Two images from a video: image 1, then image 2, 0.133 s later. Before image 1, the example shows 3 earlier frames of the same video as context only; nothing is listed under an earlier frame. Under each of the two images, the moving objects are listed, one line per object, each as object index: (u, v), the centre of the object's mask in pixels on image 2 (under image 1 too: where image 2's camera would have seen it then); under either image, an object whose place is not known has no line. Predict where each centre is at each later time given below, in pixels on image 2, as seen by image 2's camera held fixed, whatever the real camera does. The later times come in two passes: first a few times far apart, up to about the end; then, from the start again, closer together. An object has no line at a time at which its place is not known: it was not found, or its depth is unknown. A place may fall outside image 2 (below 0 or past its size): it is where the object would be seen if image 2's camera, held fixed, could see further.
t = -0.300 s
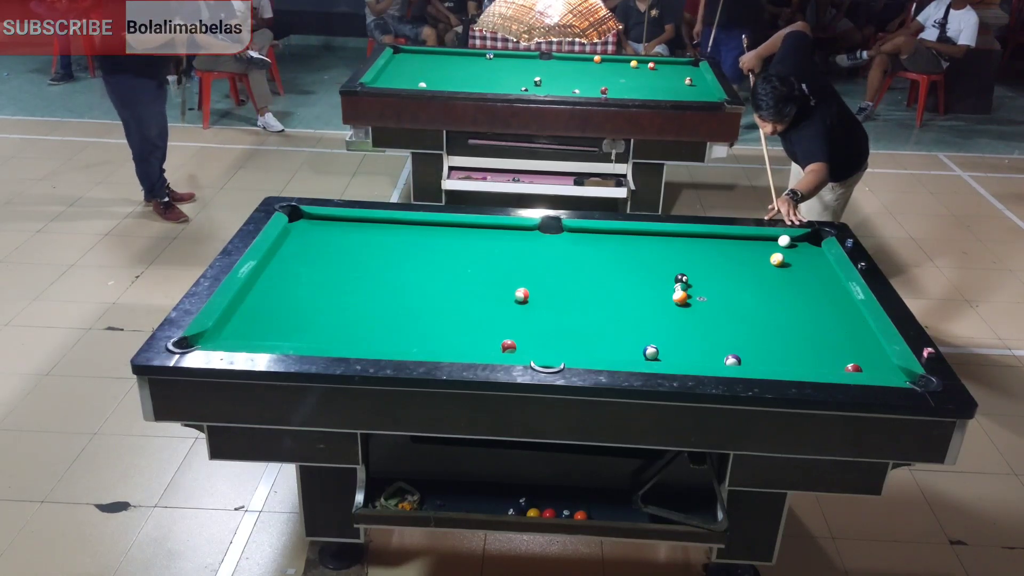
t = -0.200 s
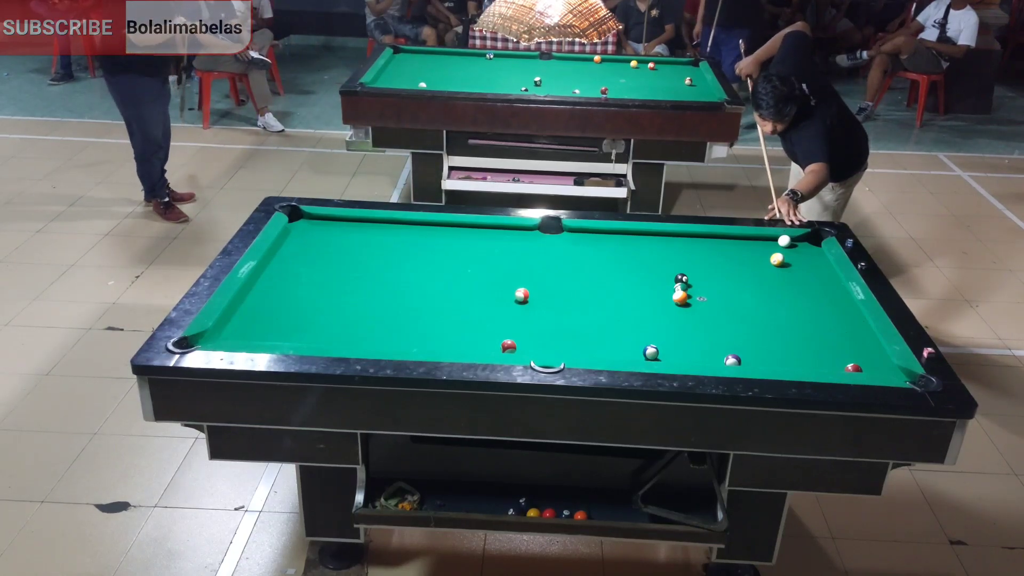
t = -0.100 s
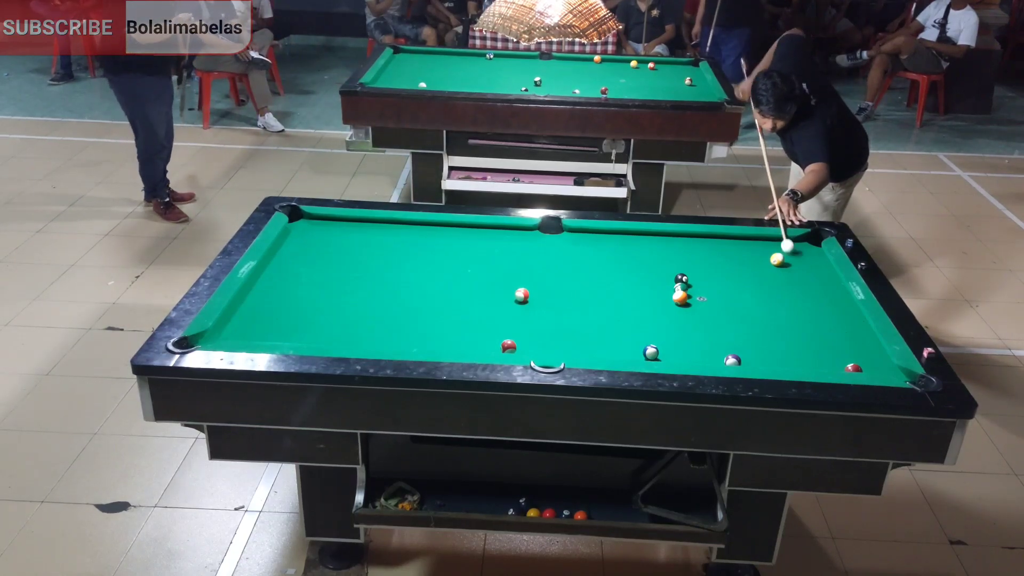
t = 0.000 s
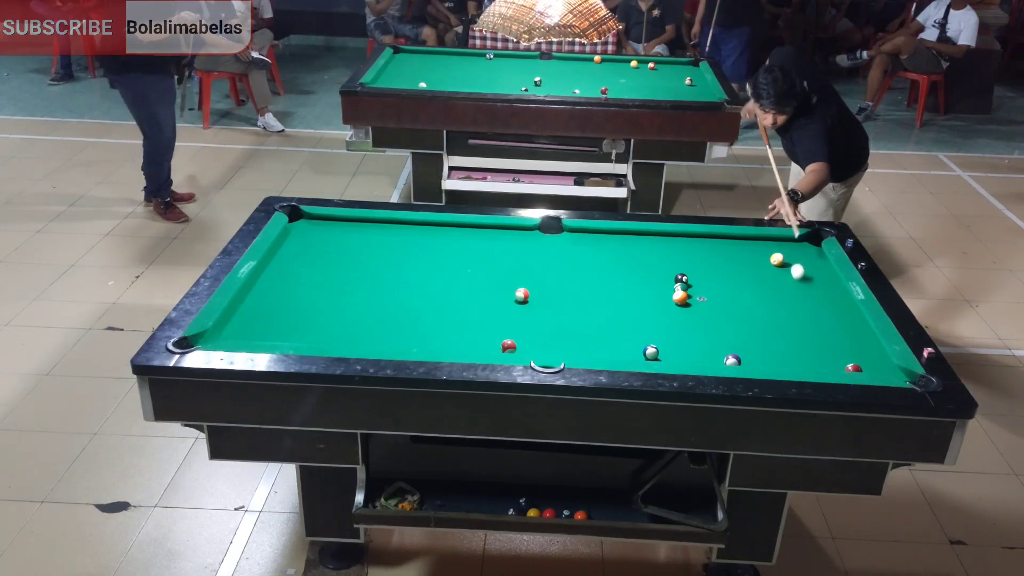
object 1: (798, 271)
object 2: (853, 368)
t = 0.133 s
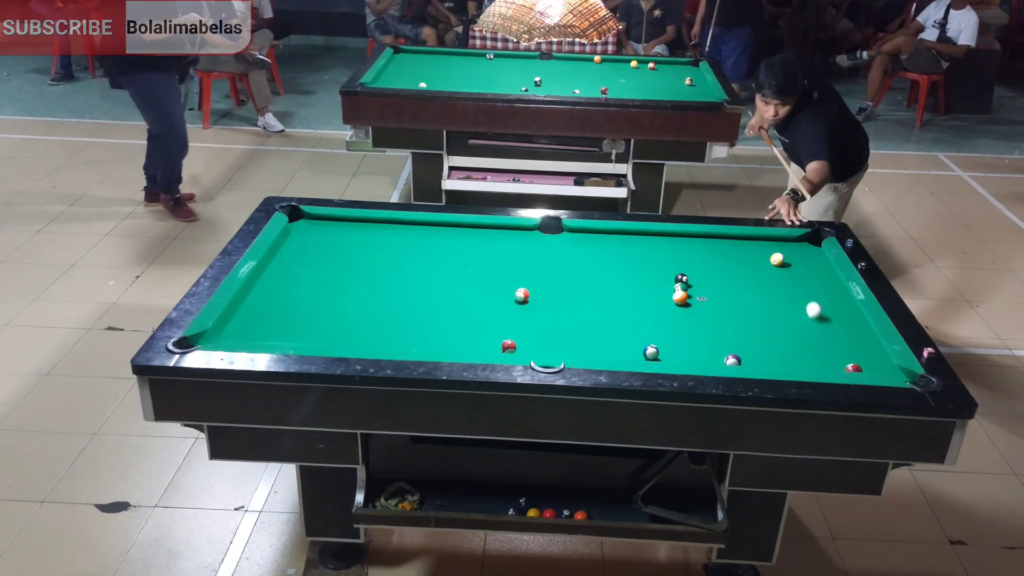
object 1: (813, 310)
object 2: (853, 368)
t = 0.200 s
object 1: (823, 331)
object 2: (853, 368)
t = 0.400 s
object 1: (800, 358)
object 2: (862, 362)
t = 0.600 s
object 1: (745, 337)
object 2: (872, 346)
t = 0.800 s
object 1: (697, 320)
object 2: (856, 331)
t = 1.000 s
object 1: (655, 304)
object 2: (837, 317)
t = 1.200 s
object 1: (616, 290)
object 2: (820, 305)
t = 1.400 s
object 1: (582, 277)
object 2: (805, 294)
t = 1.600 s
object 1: (551, 265)
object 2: (792, 284)
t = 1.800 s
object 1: (523, 254)
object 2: (779, 275)
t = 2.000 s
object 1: (497, 245)
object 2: (769, 268)
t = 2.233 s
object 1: (470, 234)
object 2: (758, 260)
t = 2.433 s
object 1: (448, 226)
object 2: (750, 254)
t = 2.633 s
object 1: (430, 227)
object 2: (743, 249)
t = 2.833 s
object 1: (413, 229)
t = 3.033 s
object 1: (397, 230)
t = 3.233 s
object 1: (382, 231)
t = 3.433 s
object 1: (368, 233)
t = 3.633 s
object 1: (357, 234)
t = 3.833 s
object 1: (347, 235)
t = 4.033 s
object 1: (339, 236)
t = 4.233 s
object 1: (333, 237)
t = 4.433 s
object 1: (328, 238)
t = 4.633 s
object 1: (325, 238)
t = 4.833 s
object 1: (324, 238)
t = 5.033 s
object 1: (324, 238)
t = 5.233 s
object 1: (324, 238)
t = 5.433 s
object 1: (324, 238)
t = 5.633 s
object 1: (324, 238)
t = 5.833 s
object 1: (324, 238)
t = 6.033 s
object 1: (324, 238)
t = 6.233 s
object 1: (324, 238)
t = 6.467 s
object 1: (324, 238)
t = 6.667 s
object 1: (324, 238)
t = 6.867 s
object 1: (324, 238)
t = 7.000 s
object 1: (324, 238)
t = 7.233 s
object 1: (324, 238)
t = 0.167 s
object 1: (818, 321)
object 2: (853, 368)
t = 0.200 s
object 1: (823, 331)
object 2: (853, 368)
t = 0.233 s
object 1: (828, 343)
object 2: (853, 368)
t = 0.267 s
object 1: (833, 355)
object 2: (853, 368)
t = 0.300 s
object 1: (835, 365)
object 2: (855, 368)
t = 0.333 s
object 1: (823, 366)
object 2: (858, 367)
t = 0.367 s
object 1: (811, 362)
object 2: (860, 365)
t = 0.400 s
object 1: (800, 358)
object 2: (862, 362)
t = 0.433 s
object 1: (789, 354)
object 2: (864, 359)
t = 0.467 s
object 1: (779, 350)
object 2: (866, 357)
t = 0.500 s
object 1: (770, 346)
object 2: (867, 354)
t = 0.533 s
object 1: (762, 344)
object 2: (869, 352)
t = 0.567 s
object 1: (753, 340)
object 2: (870, 349)
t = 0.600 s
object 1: (745, 337)
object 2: (872, 346)
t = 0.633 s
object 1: (736, 334)
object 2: (874, 344)
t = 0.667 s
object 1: (729, 331)
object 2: (870, 341)
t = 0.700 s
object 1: (720, 328)
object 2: (867, 338)
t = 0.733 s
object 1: (712, 325)
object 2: (863, 336)
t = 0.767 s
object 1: (705, 323)
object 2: (859, 333)
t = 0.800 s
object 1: (697, 320)
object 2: (856, 331)
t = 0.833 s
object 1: (690, 317)
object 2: (853, 328)
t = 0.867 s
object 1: (682, 314)
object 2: (849, 326)
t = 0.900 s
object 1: (675, 312)
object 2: (846, 324)
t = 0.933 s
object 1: (668, 309)
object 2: (843, 321)
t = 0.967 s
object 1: (661, 307)
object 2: (840, 319)
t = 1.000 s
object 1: (655, 304)
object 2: (837, 317)
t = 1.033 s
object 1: (648, 302)
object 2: (834, 315)
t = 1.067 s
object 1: (641, 299)
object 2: (831, 313)
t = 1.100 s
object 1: (635, 297)
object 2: (828, 311)
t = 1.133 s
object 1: (629, 294)
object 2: (825, 308)
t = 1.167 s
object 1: (622, 292)
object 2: (822, 307)
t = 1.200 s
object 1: (616, 290)
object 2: (820, 305)
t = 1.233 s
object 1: (610, 287)
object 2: (817, 303)
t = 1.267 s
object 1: (604, 285)
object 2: (815, 301)
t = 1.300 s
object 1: (598, 283)
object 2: (812, 299)
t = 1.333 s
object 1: (593, 281)
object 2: (809, 297)
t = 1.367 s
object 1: (587, 279)
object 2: (807, 296)
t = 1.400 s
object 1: (582, 277)
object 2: (805, 294)
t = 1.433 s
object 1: (577, 275)
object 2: (803, 292)
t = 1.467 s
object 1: (571, 273)
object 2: (800, 290)
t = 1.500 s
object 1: (566, 271)
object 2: (798, 288)
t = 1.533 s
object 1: (561, 269)
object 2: (796, 287)
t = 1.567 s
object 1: (556, 267)
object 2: (794, 286)
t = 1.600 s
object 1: (551, 265)
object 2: (792, 284)
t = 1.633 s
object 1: (546, 263)
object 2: (789, 283)
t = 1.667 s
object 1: (541, 261)
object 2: (787, 281)
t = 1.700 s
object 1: (536, 259)
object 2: (785, 280)
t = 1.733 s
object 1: (532, 258)
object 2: (783, 278)
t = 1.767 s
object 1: (527, 256)
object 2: (781, 277)
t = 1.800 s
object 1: (523, 254)
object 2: (779, 275)
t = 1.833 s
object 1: (518, 253)
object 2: (778, 274)
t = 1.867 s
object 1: (514, 251)
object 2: (776, 272)
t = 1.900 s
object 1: (509, 249)
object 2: (774, 271)
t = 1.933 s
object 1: (505, 248)
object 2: (772, 270)
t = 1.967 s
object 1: (501, 246)
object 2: (771, 269)
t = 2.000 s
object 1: (497, 245)
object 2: (769, 268)
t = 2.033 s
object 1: (493, 243)
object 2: (767, 267)
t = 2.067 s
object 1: (489, 242)
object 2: (766, 266)
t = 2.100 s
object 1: (485, 240)
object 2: (764, 264)
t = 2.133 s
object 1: (481, 238)
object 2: (762, 263)
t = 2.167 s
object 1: (477, 237)
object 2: (761, 262)
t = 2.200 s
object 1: (473, 236)
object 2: (759, 261)
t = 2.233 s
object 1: (470, 234)
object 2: (758, 260)
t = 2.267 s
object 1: (466, 233)
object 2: (757, 259)
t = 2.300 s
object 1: (462, 231)
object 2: (755, 258)
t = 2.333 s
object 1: (459, 230)
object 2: (754, 257)
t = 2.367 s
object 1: (455, 229)
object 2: (752, 256)
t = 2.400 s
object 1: (452, 227)
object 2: (751, 255)
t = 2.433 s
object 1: (448, 226)
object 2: (750, 254)
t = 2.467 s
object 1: (445, 225)
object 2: (749, 253)
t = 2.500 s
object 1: (442, 225)
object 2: (747, 253)
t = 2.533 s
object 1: (439, 226)
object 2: (746, 252)
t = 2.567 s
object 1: (436, 226)
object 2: (745, 251)
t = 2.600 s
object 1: (433, 226)
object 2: (744, 250)
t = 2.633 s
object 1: (430, 227)
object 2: (743, 249)
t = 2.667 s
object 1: (427, 227)
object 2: (741, 248)
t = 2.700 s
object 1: (424, 227)
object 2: (741, 248)
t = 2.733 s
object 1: (421, 228)
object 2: (739, 247)
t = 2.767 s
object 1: (418, 228)
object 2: (738, 246)
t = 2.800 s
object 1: (415, 228)
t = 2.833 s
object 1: (413, 229)
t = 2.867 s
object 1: (410, 229)
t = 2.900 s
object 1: (407, 229)
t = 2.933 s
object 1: (405, 229)
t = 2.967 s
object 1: (402, 230)
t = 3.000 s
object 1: (399, 230)
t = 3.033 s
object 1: (397, 230)
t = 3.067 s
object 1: (395, 230)
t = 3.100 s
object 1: (392, 230)
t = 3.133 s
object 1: (390, 230)
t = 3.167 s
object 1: (387, 231)
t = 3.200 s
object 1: (383, 231)
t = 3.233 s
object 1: (382, 231)
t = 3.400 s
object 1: (369, 232)
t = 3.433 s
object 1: (368, 233)
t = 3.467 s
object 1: (366, 233)
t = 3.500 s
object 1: (364, 233)
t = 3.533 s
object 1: (362, 233)
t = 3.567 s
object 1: (360, 233)
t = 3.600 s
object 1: (359, 234)
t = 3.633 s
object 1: (357, 234)
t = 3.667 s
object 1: (355, 234)
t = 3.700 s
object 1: (353, 234)
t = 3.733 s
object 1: (352, 235)
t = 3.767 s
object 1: (350, 235)
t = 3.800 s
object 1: (349, 235)
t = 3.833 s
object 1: (347, 235)
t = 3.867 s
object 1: (346, 235)
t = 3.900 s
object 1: (344, 236)
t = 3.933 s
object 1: (343, 236)
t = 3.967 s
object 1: (341, 236)
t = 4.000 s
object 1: (340, 236)
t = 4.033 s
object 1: (339, 236)
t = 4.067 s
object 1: (338, 236)
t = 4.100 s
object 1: (336, 236)
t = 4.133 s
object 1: (335, 237)
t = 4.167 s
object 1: (334, 237)
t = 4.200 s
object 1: (334, 237)
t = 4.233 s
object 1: (333, 237)
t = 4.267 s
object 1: (332, 237)
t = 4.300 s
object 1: (331, 237)
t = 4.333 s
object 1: (330, 237)
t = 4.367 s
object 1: (329, 237)
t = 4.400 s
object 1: (328, 237)
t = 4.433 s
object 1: (328, 238)
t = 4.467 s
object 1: (327, 238)
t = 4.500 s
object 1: (327, 238)
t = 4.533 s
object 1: (326, 238)
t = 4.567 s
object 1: (326, 238)
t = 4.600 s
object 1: (325, 238)
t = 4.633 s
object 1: (325, 238)
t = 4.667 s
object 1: (325, 238)
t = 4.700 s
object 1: (325, 238)
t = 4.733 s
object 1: (325, 238)
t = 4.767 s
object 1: (325, 238)
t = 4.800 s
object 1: (325, 238)
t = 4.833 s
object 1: (324, 238)
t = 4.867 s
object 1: (324, 238)
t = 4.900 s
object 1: (324, 238)
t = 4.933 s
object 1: (324, 238)
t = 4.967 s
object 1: (324, 238)
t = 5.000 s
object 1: (324, 238)
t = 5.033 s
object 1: (324, 238)
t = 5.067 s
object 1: (324, 238)
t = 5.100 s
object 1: (324, 238)
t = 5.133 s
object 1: (324, 238)
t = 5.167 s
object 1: (324, 238)
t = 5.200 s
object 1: (324, 238)
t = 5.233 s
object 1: (324, 238)
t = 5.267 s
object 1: (324, 238)
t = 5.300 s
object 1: (324, 238)
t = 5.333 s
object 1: (324, 238)
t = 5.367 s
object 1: (324, 238)
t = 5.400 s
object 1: (324, 238)
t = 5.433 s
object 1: (324, 238)
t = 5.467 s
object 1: (324, 238)
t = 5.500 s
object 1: (324, 238)
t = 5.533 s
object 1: (324, 238)
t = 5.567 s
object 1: (324, 238)
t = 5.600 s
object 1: (324, 238)
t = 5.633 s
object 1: (324, 238)
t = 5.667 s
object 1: (324, 238)
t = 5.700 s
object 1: (324, 238)
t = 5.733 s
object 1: (324, 238)
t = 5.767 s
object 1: (324, 238)
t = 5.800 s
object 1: (324, 238)
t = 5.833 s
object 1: (324, 238)
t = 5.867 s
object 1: (324, 238)
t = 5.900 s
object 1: (324, 238)
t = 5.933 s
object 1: (324, 238)
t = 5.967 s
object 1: (324, 238)
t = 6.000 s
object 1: (324, 238)
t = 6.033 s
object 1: (324, 238)
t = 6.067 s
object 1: (324, 238)
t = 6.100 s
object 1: (324, 238)
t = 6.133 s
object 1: (324, 238)
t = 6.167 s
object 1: (324, 238)
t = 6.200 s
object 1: (324, 238)
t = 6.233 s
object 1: (324, 238)
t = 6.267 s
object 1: (324, 238)
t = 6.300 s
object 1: (324, 238)
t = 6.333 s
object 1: (324, 238)
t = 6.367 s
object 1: (324, 238)
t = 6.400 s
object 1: (324, 238)
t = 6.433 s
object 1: (324, 238)
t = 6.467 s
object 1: (324, 238)
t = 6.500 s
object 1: (324, 238)
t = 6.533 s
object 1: (324, 238)
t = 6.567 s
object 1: (324, 238)
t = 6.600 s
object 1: (324, 238)
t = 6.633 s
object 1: (324, 238)
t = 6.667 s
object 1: (324, 238)
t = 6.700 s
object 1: (324, 238)
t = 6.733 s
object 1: (324, 238)
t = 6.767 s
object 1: (324, 238)
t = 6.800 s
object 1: (324, 238)
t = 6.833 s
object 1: (324, 238)
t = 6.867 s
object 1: (324, 238)
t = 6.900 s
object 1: (324, 238)
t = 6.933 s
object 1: (324, 238)
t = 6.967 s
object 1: (324, 238)
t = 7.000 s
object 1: (324, 238)
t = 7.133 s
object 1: (325, 237)
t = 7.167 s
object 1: (324, 238)
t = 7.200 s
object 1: (324, 238)
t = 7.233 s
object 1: (324, 238)
